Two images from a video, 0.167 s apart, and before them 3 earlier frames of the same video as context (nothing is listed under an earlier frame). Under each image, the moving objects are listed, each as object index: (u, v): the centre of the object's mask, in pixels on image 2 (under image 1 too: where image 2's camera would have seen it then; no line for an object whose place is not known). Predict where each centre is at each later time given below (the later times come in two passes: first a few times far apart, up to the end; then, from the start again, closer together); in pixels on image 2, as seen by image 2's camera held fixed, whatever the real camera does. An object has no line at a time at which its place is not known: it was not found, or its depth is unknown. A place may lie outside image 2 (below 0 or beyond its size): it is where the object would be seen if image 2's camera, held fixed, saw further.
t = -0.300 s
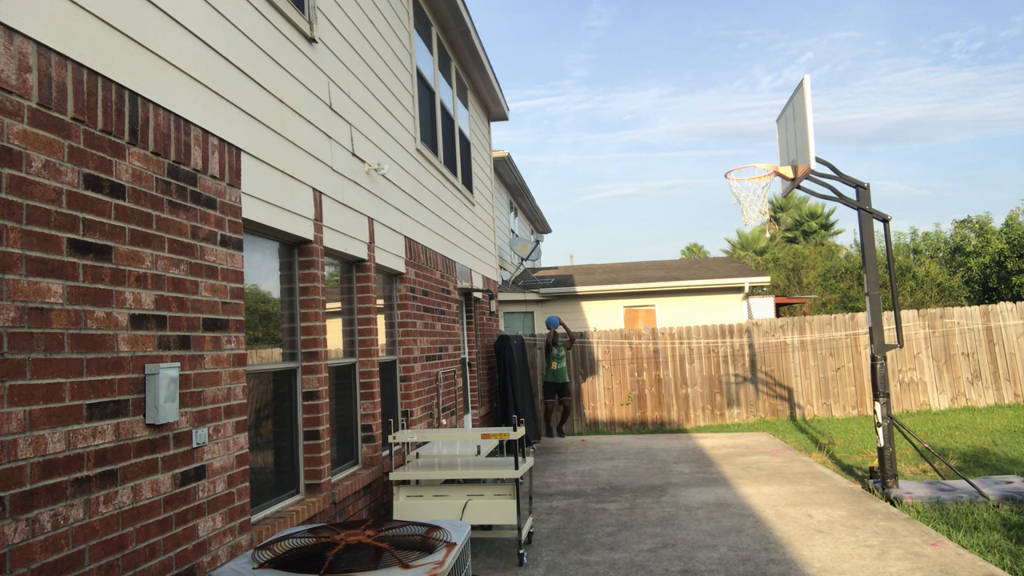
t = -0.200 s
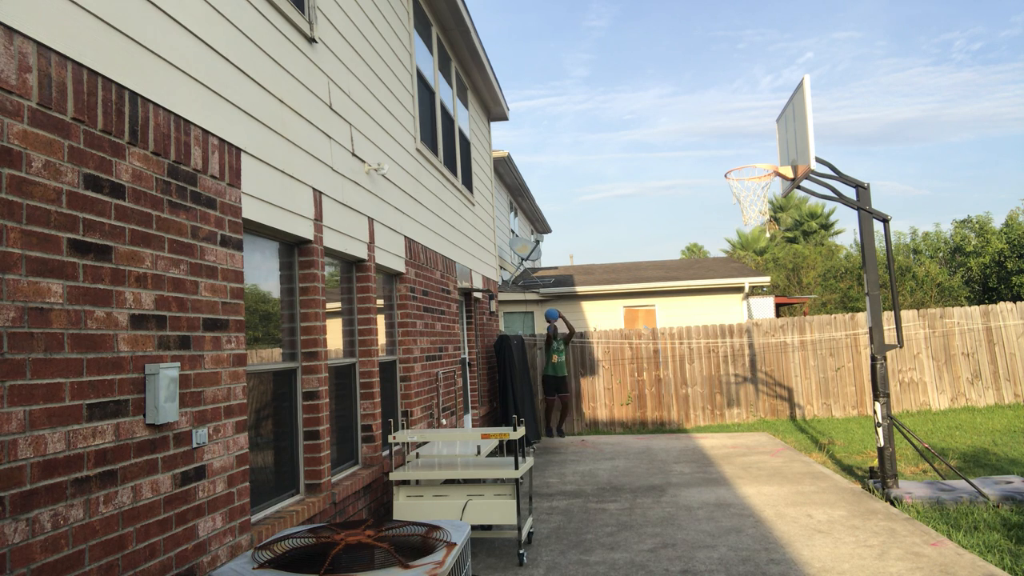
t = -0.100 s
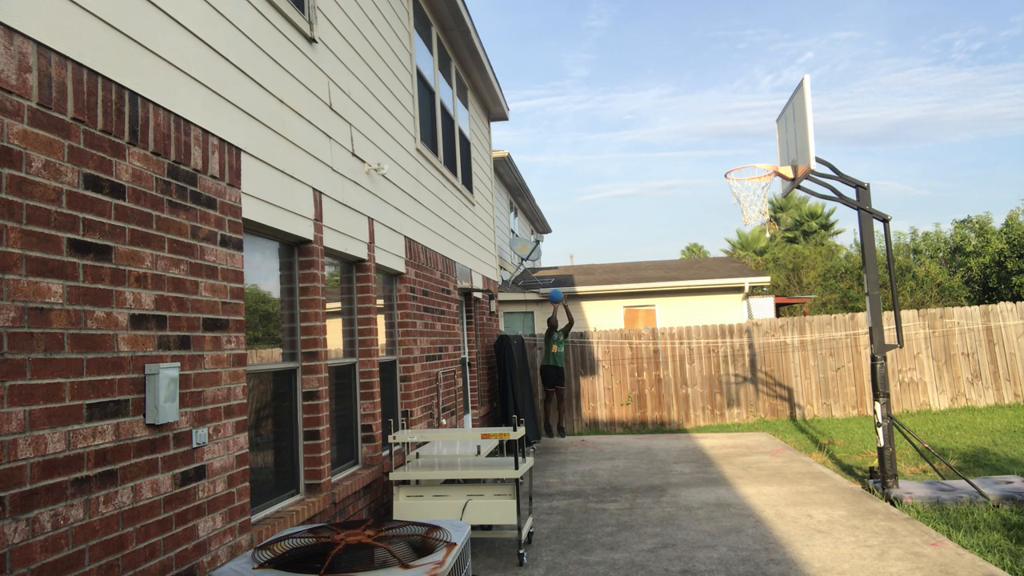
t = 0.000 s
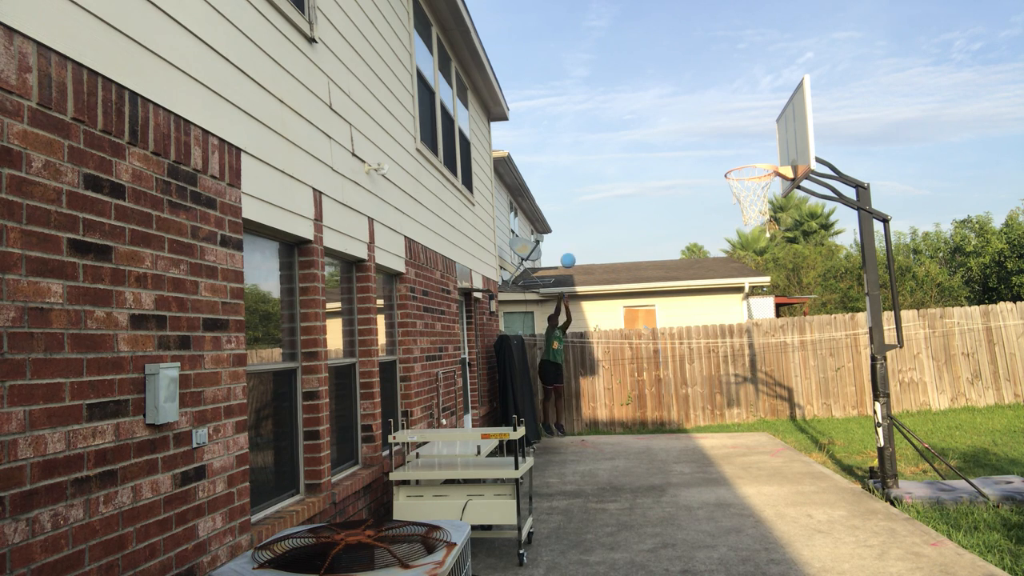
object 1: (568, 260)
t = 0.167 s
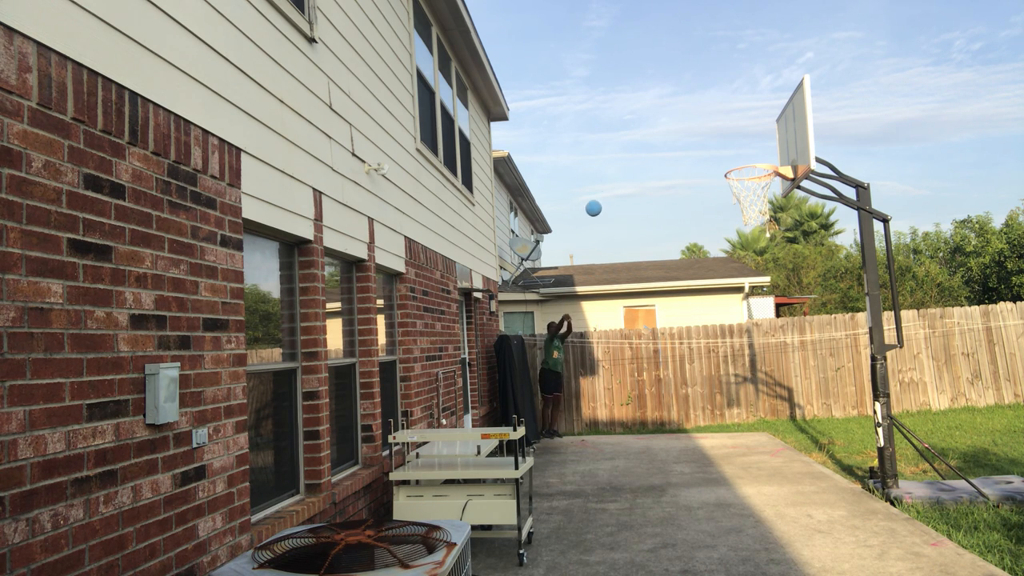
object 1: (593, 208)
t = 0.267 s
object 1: (611, 183)
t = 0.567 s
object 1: (678, 145)
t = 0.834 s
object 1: (763, 178)
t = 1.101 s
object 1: (750, 256)
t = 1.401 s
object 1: (733, 432)
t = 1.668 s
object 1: (687, 381)
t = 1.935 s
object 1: (637, 287)
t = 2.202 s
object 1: (599, 277)
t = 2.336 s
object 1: (582, 299)
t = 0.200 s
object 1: (599, 199)
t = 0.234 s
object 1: (605, 191)
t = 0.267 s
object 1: (611, 183)
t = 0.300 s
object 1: (617, 176)
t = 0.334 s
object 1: (624, 169)
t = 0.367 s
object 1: (630, 163)
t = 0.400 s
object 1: (638, 158)
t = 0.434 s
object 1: (645, 154)
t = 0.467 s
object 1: (653, 150)
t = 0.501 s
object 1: (661, 148)
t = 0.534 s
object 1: (669, 146)
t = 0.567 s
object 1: (678, 145)
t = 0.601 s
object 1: (687, 145)
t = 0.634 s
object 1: (696, 146)
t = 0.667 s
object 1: (706, 148)
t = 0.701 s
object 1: (717, 151)
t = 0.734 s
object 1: (728, 155)
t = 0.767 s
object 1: (739, 160)
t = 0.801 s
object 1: (751, 169)
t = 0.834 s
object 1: (763, 178)
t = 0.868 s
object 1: (767, 186)
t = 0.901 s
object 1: (766, 194)
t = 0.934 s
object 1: (763, 202)
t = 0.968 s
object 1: (760, 210)
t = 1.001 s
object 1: (757, 220)
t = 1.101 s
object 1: (750, 256)
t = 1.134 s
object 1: (748, 271)
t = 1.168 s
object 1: (745, 287)
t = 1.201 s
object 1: (743, 304)
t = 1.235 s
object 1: (741, 322)
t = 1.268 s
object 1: (739, 341)
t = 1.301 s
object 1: (738, 362)
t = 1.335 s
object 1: (736, 384)
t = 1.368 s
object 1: (734, 407)
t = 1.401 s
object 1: (733, 432)
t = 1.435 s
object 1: (731, 458)
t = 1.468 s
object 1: (730, 486)
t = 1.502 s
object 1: (726, 492)
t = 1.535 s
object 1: (718, 466)
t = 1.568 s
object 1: (710, 442)
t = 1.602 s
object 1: (702, 420)
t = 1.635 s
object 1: (694, 399)
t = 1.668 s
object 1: (687, 381)
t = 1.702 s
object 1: (680, 364)
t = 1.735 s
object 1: (673, 348)
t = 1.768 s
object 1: (666, 335)
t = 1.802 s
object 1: (661, 322)
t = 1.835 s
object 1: (655, 312)
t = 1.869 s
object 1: (649, 302)
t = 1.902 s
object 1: (643, 294)
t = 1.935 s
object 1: (637, 287)
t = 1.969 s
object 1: (632, 282)
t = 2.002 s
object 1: (627, 278)
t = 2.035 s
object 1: (622, 275)
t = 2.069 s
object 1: (617, 273)
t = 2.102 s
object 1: (612, 273)
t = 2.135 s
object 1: (607, 273)
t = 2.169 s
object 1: (603, 274)
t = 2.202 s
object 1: (599, 277)
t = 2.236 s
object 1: (594, 281)
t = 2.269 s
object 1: (590, 286)
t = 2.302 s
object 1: (586, 292)
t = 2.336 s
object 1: (582, 299)
